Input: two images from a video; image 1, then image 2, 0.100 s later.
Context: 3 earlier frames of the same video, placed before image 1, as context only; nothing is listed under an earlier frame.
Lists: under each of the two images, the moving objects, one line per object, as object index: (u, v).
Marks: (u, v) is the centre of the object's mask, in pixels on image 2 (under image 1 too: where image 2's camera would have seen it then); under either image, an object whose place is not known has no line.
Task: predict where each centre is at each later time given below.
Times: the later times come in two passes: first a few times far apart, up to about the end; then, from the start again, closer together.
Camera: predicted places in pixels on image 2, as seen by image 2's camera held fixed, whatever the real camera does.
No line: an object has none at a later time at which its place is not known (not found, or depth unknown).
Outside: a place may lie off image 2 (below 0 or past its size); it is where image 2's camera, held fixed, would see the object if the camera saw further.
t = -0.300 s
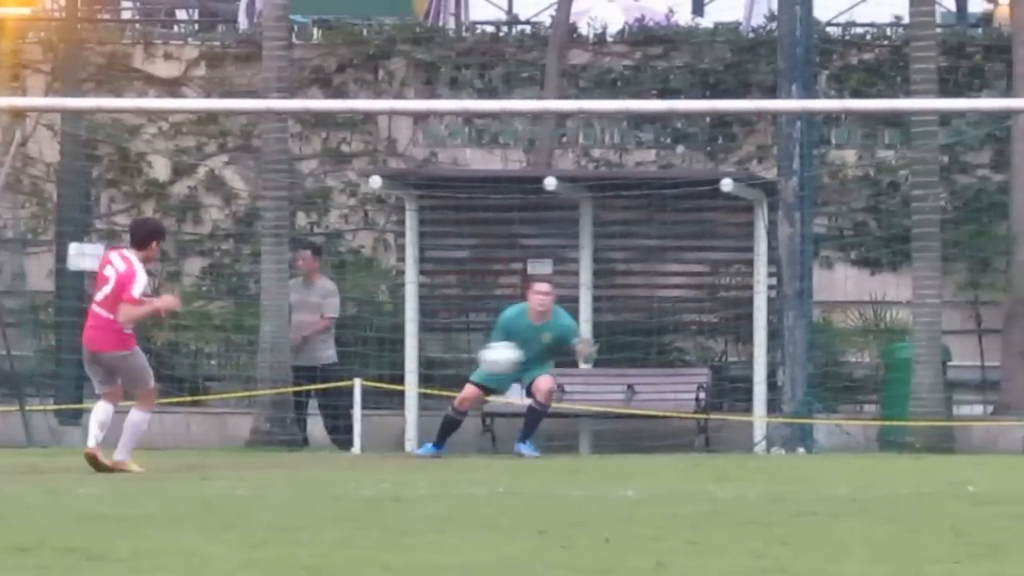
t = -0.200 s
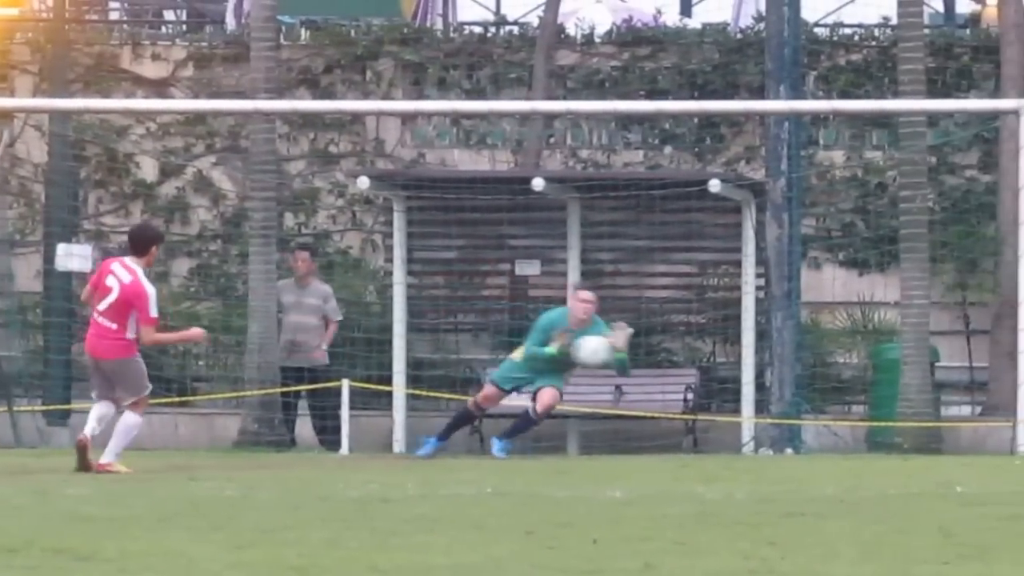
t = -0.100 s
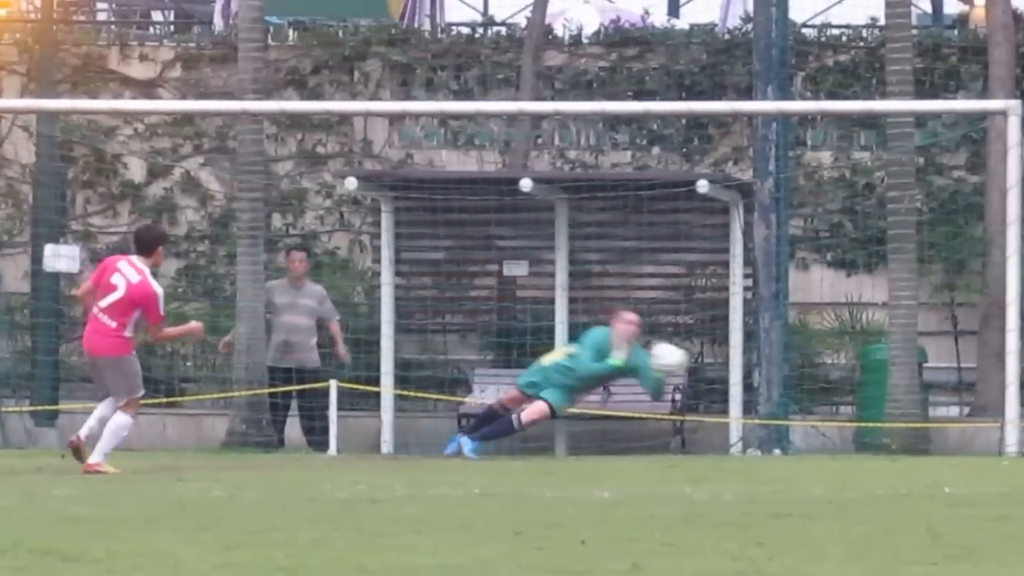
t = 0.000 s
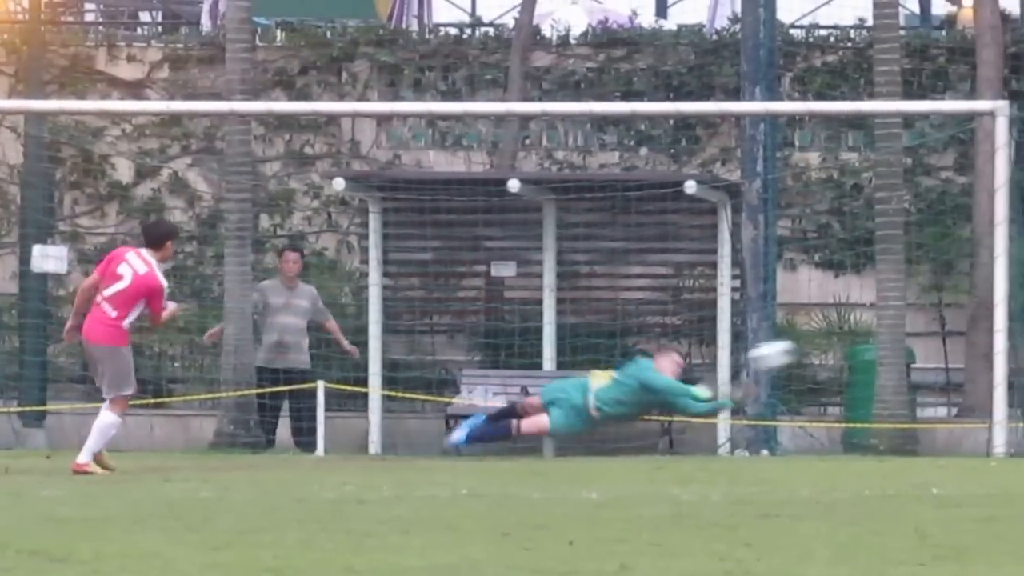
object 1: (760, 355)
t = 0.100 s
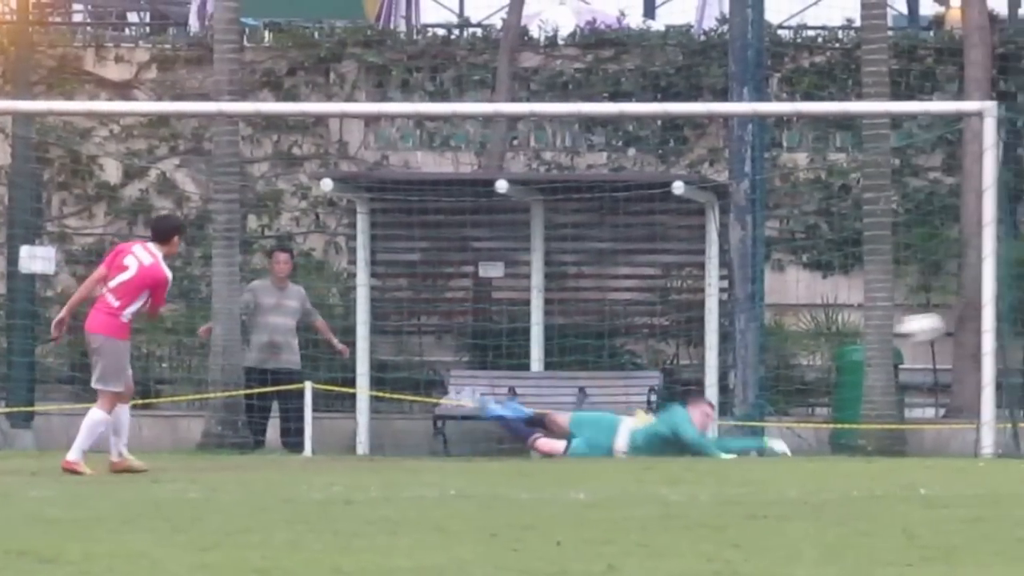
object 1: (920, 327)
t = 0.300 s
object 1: (778, 318)
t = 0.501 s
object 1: (548, 363)
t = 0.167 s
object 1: (934, 319)
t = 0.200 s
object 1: (894, 315)
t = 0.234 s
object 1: (855, 315)
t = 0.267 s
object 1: (815, 317)
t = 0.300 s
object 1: (778, 318)
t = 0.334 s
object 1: (739, 321)
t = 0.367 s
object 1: (701, 325)
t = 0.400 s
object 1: (662, 335)
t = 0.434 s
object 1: (623, 344)
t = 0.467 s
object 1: (585, 353)
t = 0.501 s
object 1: (548, 363)
